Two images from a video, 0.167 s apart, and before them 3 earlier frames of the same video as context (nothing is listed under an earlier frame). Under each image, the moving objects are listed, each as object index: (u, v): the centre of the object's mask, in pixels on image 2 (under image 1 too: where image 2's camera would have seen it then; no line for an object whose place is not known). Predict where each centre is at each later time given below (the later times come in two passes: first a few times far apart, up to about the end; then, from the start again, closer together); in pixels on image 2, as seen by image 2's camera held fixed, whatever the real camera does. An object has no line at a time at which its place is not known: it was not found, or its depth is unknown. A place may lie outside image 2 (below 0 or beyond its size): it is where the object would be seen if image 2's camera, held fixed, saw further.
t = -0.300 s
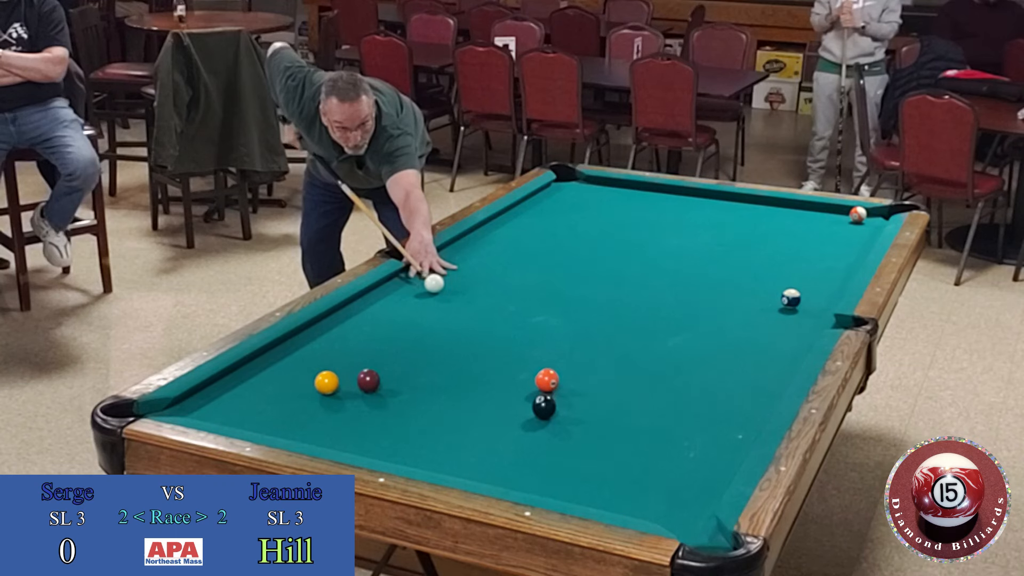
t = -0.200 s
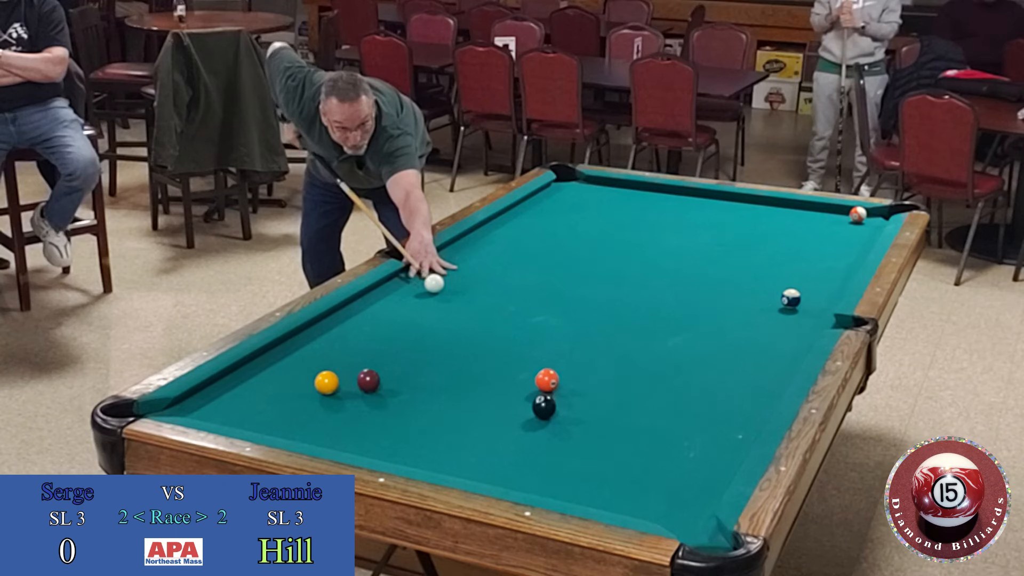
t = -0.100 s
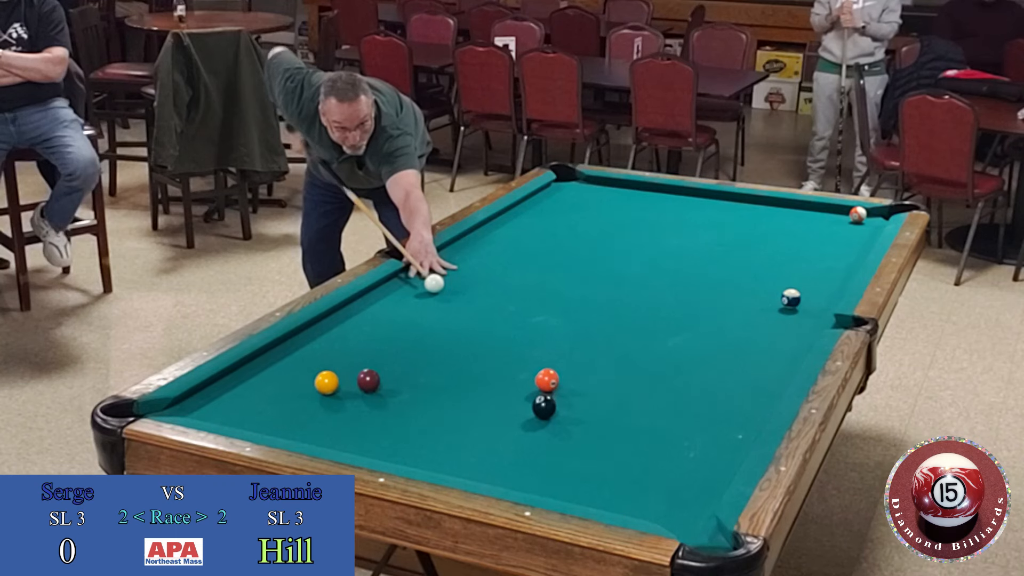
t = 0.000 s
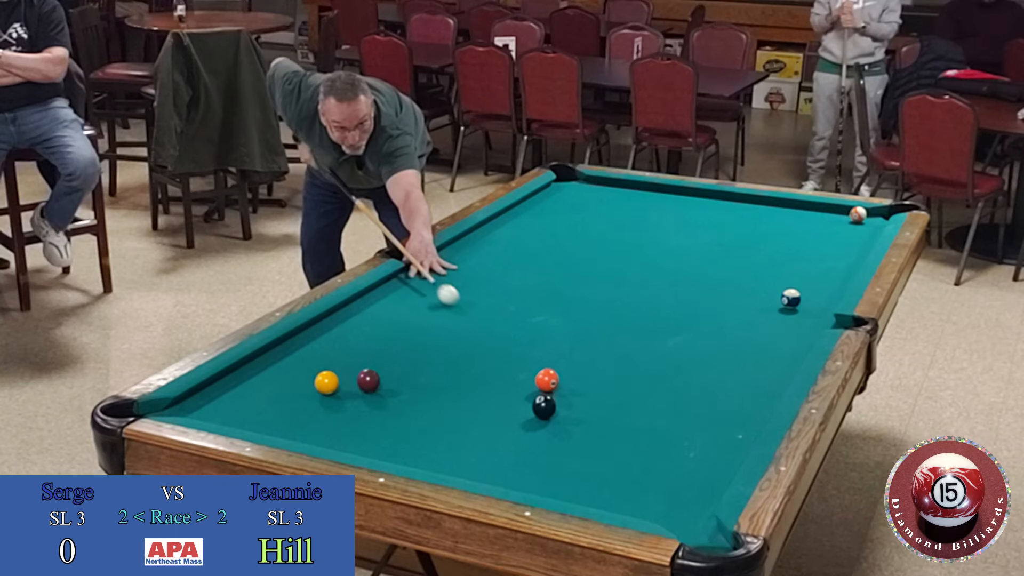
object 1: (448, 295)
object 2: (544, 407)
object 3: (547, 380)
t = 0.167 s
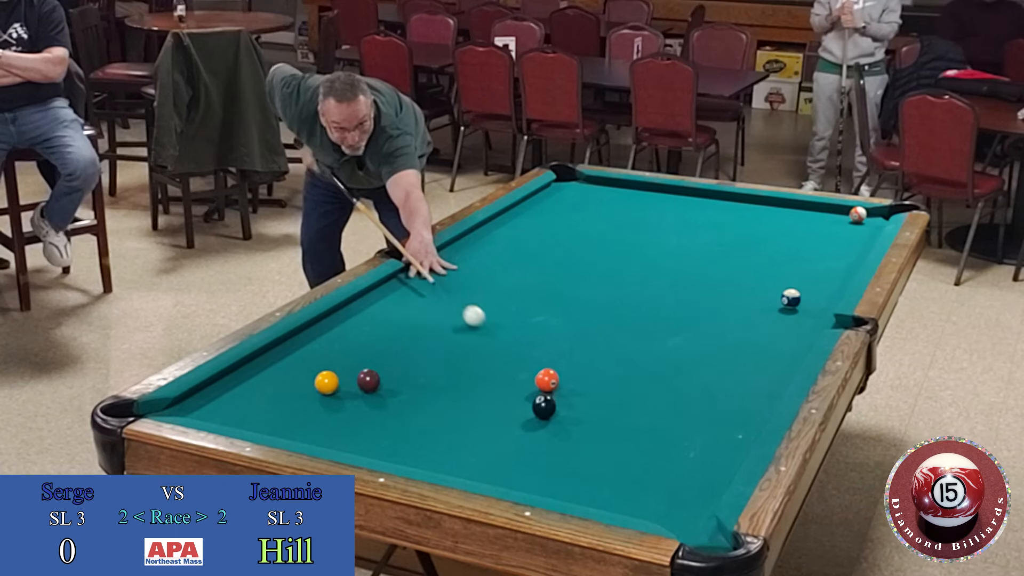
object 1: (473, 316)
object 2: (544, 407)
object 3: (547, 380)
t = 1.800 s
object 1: (642, 399)
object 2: (498, 428)
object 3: (710, 489)
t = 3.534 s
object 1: (730, 424)
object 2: (479, 437)
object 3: (548, 490)
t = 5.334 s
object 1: (744, 427)
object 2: (479, 438)
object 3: (536, 484)
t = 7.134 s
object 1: (744, 427)
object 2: (479, 437)
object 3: (536, 484)
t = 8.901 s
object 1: (744, 427)
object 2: (479, 438)
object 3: (536, 484)
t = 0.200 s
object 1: (479, 320)
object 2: (544, 407)
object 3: (547, 380)
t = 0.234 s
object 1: (484, 325)
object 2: (544, 407)
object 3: (547, 380)
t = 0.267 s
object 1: (489, 329)
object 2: (544, 407)
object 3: (547, 380)
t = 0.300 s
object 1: (495, 333)
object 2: (544, 407)
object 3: (547, 380)
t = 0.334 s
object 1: (500, 338)
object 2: (544, 407)
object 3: (547, 380)
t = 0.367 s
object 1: (506, 342)
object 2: (544, 407)
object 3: (547, 380)
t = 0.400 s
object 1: (511, 347)
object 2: (544, 407)
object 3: (547, 380)
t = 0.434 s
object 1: (517, 352)
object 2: (544, 407)
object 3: (547, 380)
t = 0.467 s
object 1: (523, 356)
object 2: (544, 407)
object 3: (547, 380)
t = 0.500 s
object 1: (528, 361)
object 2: (544, 407)
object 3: (547, 380)
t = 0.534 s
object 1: (533, 365)
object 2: (544, 407)
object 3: (547, 380)
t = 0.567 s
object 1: (538, 368)
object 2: (544, 407)
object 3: (548, 381)
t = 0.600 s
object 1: (542, 369)
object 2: (544, 407)
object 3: (551, 385)
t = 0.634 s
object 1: (545, 371)
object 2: (544, 407)
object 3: (554, 388)
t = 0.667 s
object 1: (549, 372)
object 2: (544, 407)
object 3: (557, 392)
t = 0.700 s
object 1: (552, 373)
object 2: (544, 407)
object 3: (560, 396)
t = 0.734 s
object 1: (555, 374)
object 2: (543, 407)
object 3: (563, 400)
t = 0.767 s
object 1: (558, 375)
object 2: (541, 408)
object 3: (567, 403)
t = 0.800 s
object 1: (561, 376)
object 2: (539, 409)
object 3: (572, 405)
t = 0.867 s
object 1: (567, 378)
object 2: (536, 410)
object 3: (581, 411)
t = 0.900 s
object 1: (570, 378)
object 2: (535, 411)
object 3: (586, 413)
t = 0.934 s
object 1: (573, 379)
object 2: (533, 412)
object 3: (590, 416)
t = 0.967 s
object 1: (576, 380)
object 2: (531, 413)
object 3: (595, 419)
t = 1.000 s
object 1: (579, 381)
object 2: (530, 413)
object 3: (600, 422)
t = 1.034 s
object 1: (582, 382)
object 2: (528, 414)
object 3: (605, 425)
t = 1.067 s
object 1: (585, 383)
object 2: (526, 415)
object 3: (609, 428)
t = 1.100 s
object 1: (588, 384)
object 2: (525, 415)
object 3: (614, 430)
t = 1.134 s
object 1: (590, 384)
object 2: (523, 416)
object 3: (619, 433)
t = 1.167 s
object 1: (593, 385)
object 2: (522, 417)
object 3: (623, 436)
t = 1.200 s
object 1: (596, 386)
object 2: (520, 417)
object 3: (629, 439)
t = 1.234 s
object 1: (599, 387)
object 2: (519, 418)
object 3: (634, 442)
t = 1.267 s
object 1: (602, 388)
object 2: (517, 419)
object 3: (638, 444)
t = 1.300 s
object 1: (604, 388)
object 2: (516, 419)
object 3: (643, 447)
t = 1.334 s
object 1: (607, 389)
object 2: (515, 420)
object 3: (648, 450)
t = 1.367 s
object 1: (610, 390)
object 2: (513, 421)
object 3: (653, 453)
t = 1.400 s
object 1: (612, 391)
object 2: (512, 421)
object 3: (658, 456)
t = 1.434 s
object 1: (615, 391)
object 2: (511, 422)
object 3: (663, 459)
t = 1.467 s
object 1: (617, 392)
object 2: (509, 423)
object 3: (668, 462)
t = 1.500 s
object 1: (620, 393)
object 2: (508, 423)
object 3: (673, 465)
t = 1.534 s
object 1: (623, 394)
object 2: (507, 424)
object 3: (678, 468)
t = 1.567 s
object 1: (625, 394)
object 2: (506, 424)
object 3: (683, 470)
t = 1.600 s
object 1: (628, 395)
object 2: (505, 425)
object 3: (688, 473)
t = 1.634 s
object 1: (630, 396)
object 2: (504, 426)
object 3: (693, 477)
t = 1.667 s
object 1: (633, 397)
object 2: (503, 426)
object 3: (699, 479)
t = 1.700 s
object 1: (635, 397)
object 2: (501, 427)
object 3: (704, 482)
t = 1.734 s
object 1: (638, 398)
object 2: (500, 427)
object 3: (709, 485)
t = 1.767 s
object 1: (640, 399)
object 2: (499, 428)
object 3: (713, 488)
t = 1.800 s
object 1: (642, 399)
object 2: (498, 428)
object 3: (710, 489)
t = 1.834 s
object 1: (645, 400)
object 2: (497, 428)
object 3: (706, 489)
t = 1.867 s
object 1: (647, 401)
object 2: (496, 429)
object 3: (702, 489)
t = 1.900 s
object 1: (649, 401)
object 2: (495, 429)
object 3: (697, 489)
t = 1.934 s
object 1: (652, 402)
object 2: (494, 430)
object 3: (693, 490)
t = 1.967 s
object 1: (654, 403)
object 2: (493, 430)
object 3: (689, 490)
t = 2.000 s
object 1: (656, 403)
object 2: (493, 431)
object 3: (684, 490)
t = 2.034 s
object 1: (658, 404)
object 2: (492, 431)
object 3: (680, 490)
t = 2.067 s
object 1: (661, 404)
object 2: (491, 431)
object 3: (676, 491)
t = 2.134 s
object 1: (665, 406)
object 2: (489, 432)
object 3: (668, 491)
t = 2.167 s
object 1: (667, 406)
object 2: (489, 433)
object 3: (664, 491)
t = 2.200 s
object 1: (669, 407)
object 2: (488, 433)
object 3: (660, 492)
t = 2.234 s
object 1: (671, 407)
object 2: (487, 433)
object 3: (656, 492)
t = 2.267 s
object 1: (673, 408)
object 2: (487, 434)
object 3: (653, 492)
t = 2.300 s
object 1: (675, 409)
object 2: (486, 434)
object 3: (649, 492)
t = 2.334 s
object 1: (677, 409)
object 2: (485, 434)
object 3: (645, 492)
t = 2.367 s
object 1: (679, 410)
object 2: (485, 434)
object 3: (642, 492)
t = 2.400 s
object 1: (681, 410)
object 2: (485, 435)
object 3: (638, 493)
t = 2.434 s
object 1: (683, 411)
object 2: (484, 435)
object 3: (635, 493)
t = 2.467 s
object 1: (685, 411)
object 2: (483, 435)
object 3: (631, 493)
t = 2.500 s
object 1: (687, 412)
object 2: (483, 436)
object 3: (628, 493)
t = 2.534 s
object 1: (689, 412)
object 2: (482, 436)
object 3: (624, 493)
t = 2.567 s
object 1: (691, 413)
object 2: (482, 436)
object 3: (621, 493)
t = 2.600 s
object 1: (693, 413)
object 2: (482, 436)
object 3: (617, 493)
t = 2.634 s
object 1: (694, 414)
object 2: (481, 436)
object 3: (614, 493)
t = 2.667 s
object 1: (696, 414)
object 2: (481, 436)
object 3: (611, 493)
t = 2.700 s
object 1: (698, 415)
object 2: (481, 437)
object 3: (608, 494)
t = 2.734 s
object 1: (699, 415)
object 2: (480, 437)
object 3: (604, 494)
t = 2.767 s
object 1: (701, 415)
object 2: (480, 437)
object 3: (601, 494)
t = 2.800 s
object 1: (703, 416)
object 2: (480, 437)
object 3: (598, 494)
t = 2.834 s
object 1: (704, 416)
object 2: (480, 437)
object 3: (595, 494)
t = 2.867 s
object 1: (706, 417)
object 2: (479, 437)
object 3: (592, 494)
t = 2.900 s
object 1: (707, 417)
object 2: (479, 437)
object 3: (590, 494)
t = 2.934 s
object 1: (709, 418)
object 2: (479, 437)
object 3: (587, 494)
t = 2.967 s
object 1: (710, 418)
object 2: (479, 437)
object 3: (584, 493)
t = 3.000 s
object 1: (712, 418)
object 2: (479, 437)
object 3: (581, 493)
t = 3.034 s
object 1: (713, 419)
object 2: (479, 437)
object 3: (578, 493)
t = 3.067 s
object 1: (714, 419)
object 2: (479, 437)
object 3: (576, 493)
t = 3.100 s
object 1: (715, 420)
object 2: (479, 438)
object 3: (573, 493)
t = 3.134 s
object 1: (717, 420)
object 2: (479, 437)
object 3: (571, 493)
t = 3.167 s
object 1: (718, 420)
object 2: (479, 438)
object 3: (568, 493)
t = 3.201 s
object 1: (719, 421)
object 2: (479, 438)
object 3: (565, 493)
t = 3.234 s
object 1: (720, 421)
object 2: (479, 438)
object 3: (563, 492)
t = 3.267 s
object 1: (722, 421)
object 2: (479, 438)
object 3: (561, 492)
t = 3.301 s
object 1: (723, 422)
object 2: (479, 438)
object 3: (559, 492)
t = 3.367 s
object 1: (725, 422)
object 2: (479, 437)
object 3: (554, 492)
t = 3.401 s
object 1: (726, 423)
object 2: (479, 437)
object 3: (552, 492)
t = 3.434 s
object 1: (727, 423)
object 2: (479, 437)
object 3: (551, 491)
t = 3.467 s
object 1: (728, 423)
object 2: (479, 437)
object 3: (550, 491)
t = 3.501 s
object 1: (729, 424)
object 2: (479, 437)
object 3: (549, 491)
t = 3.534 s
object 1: (730, 424)
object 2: (479, 437)
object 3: (548, 490)
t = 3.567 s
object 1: (731, 424)
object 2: (479, 438)
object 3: (547, 490)
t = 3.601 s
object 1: (732, 424)
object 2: (479, 437)
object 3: (546, 490)
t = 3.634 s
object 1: (733, 424)
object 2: (479, 438)
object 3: (545, 489)
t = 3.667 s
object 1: (734, 425)
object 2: (479, 438)
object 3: (544, 489)
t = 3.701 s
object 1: (734, 425)
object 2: (479, 438)
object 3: (544, 488)
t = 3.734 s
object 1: (735, 425)
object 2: (479, 438)
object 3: (543, 488)
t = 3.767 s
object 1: (736, 425)
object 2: (479, 438)
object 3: (543, 488)
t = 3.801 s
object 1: (737, 425)
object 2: (479, 438)
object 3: (542, 488)
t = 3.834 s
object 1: (737, 425)
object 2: (479, 438)
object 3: (542, 487)
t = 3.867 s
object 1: (738, 426)
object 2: (479, 438)
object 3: (541, 487)
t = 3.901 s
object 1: (739, 426)
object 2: (479, 438)
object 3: (540, 487)
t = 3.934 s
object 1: (739, 426)
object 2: (479, 438)
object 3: (540, 486)
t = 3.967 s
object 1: (740, 426)
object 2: (479, 438)
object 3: (540, 486)
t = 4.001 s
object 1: (741, 426)
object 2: (479, 438)
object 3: (539, 486)
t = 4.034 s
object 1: (741, 426)
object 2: (479, 438)
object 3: (539, 486)
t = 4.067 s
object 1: (742, 426)
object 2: (479, 438)
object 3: (539, 486)
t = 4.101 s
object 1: (742, 426)
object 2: (479, 438)
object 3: (539, 485)
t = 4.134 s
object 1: (743, 426)
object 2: (479, 438)
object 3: (538, 485)
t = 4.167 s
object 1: (743, 426)
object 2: (479, 437)
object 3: (538, 485)
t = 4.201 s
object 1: (743, 426)
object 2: (479, 437)
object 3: (538, 485)
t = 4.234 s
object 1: (744, 427)
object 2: (479, 437)
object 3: (538, 485)
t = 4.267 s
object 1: (744, 427)
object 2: (479, 437)
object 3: (538, 485)
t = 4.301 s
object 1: (744, 427)
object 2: (479, 438)
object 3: (538, 485)
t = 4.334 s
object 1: (744, 427)
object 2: (479, 437)
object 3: (537, 484)
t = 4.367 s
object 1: (744, 427)
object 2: (479, 437)
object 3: (537, 484)
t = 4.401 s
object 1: (744, 427)
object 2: (479, 438)
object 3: (537, 484)
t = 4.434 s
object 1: (744, 426)
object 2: (479, 438)
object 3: (537, 484)
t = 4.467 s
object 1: (744, 427)
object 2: (479, 437)
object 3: (537, 484)
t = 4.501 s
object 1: (744, 427)
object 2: (479, 437)
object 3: (537, 484)
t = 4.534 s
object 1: (744, 426)
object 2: (479, 437)
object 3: (537, 484)
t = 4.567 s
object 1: (744, 427)
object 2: (479, 438)
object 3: (537, 484)
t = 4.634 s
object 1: (744, 427)
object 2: (479, 437)
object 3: (537, 484)
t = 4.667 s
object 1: (744, 427)
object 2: (479, 437)
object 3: (537, 484)
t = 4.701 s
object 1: (744, 427)
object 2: (479, 437)
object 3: (537, 484)
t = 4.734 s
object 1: (744, 427)
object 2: (479, 437)
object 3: (536, 484)
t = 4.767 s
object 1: (744, 426)
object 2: (479, 438)
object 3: (536, 484)
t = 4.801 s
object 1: (744, 426)
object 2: (479, 437)
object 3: (536, 484)
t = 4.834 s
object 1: (744, 427)
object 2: (479, 437)
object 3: (536, 484)
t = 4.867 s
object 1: (744, 427)
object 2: (479, 437)
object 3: (536, 484)
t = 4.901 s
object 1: (744, 427)
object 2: (479, 437)
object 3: (536, 484)
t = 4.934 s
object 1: (744, 427)
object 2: (479, 437)
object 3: (536, 484)
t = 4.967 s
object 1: (744, 427)
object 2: (479, 437)
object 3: (536, 484)
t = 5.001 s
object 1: (744, 427)
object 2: (479, 437)
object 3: (536, 484)
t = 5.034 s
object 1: (744, 427)
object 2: (479, 438)
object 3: (536, 484)
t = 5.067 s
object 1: (744, 427)
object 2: (479, 437)
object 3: (536, 484)
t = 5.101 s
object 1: (744, 427)
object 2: (479, 437)
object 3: (536, 484)
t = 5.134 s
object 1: (744, 427)
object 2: (479, 437)
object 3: (536, 484)
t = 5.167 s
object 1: (744, 427)
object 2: (479, 437)
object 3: (536, 484)
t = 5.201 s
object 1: (744, 427)
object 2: (479, 437)
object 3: (536, 484)
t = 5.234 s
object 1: (744, 427)
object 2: (479, 437)
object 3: (536, 484)
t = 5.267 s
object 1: (744, 427)
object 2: (479, 438)
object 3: (536, 484)
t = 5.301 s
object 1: (744, 427)
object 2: (479, 438)
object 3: (536, 484)
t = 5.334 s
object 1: (744, 427)
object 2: (479, 438)
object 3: (536, 484)
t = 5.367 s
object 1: (744, 427)
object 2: (479, 438)
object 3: (536, 484)
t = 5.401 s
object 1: (744, 427)
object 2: (479, 437)
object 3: (536, 484)
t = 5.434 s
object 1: (744, 427)
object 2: (479, 437)
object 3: (536, 484)
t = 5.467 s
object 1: (744, 427)
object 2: (479, 437)
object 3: (536, 484)
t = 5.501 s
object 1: (744, 427)
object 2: (479, 437)
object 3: (536, 484)
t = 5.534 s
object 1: (744, 427)
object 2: (479, 437)
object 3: (536, 484)
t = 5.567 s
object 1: (744, 427)
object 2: (479, 437)
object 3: (536, 484)
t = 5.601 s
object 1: (744, 427)
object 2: (479, 437)
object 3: (536, 484)
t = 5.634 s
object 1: (744, 427)
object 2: (479, 437)
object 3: (536, 484)
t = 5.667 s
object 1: (744, 427)
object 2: (479, 437)
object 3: (536, 484)
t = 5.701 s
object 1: (744, 427)
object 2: (479, 437)
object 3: (536, 484)
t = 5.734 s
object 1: (744, 427)
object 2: (479, 438)
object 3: (536, 484)
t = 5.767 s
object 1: (744, 427)
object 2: (479, 437)
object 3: (536, 484)
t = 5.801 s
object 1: (744, 427)
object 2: (479, 437)
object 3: (536, 484)
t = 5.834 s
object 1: (744, 427)
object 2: (479, 438)
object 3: (536, 484)
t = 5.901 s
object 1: (744, 427)
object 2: (479, 437)
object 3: (536, 484)
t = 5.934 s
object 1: (744, 427)
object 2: (479, 438)
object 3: (536, 484)
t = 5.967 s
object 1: (744, 427)
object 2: (479, 438)
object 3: (536, 484)
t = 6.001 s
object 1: (744, 426)
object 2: (479, 438)
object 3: (536, 484)
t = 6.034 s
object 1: (744, 427)
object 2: (479, 437)
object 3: (536, 484)
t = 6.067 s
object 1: (744, 427)
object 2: (479, 437)
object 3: (536, 484)
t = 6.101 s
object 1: (744, 427)
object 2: (479, 438)
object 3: (536, 484)
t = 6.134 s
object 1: (744, 427)
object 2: (479, 437)
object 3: (536, 484)
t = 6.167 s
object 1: (744, 427)
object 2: (479, 437)
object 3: (536, 484)
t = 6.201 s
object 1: (745, 427)
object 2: (479, 438)
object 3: (536, 484)
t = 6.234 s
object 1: (744, 427)
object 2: (479, 438)
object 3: (536, 484)
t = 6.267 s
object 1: (744, 426)
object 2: (479, 437)
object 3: (536, 484)
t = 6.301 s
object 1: (745, 427)
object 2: (479, 437)
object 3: (536, 484)
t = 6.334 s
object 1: (745, 426)
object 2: (479, 438)
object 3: (536, 484)
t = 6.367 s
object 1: (744, 426)
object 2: (479, 437)
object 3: (536, 484)
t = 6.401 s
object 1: (744, 426)
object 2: (479, 438)
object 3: (536, 484)
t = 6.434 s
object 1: (744, 426)
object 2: (479, 438)
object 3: (536, 484)
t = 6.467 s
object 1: (744, 427)
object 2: (479, 438)
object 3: (536, 484)
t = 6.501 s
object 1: (744, 427)
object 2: (479, 438)
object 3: (536, 484)
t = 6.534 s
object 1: (744, 427)
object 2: (479, 438)
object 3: (536, 484)
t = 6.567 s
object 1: (744, 427)
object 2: (479, 438)
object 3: (536, 484)
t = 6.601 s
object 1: (744, 427)
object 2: (479, 438)
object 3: (536, 484)
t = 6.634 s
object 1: (744, 427)
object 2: (479, 438)
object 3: (536, 484)
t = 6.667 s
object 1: (744, 427)
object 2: (479, 438)
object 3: (536, 484)
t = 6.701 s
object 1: (744, 427)
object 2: (479, 438)
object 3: (536, 484)
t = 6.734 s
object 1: (744, 427)
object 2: (479, 438)
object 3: (536, 484)
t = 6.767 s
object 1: (744, 427)
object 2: (479, 437)
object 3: (536, 484)
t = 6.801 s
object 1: (744, 427)
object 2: (479, 438)
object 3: (536, 484)
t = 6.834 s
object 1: (744, 427)
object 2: (479, 437)
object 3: (536, 484)
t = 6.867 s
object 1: (744, 427)
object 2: (479, 438)
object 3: (536, 484)
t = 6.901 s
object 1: (744, 427)
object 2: (479, 437)
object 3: (536, 484)
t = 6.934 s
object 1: (744, 427)
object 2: (479, 437)
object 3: (536, 484)
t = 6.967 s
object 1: (744, 427)
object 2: (479, 437)
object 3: (536, 484)
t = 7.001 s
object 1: (744, 427)
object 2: (479, 437)
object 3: (536, 484)
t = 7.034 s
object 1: (744, 427)
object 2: (479, 437)
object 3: (536, 484)
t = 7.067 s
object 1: (744, 427)
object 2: (479, 437)
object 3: (536, 484)
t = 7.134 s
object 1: (744, 427)
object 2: (479, 437)
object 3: (536, 484)
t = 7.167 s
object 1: (744, 427)
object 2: (479, 437)
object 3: (536, 484)
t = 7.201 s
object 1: (744, 426)
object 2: (479, 437)
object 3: (536, 484)
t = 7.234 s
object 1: (744, 427)
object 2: (479, 438)
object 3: (536, 484)
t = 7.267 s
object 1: (744, 427)
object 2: (479, 437)
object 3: (536, 484)
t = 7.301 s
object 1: (745, 427)
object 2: (479, 437)
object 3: (536, 484)
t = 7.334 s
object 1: (744, 427)
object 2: (479, 438)
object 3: (536, 484)
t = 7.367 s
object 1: (744, 427)
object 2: (479, 437)
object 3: (536, 484)
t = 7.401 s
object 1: (744, 427)
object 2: (479, 437)
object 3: (536, 484)
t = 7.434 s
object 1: (744, 427)
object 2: (479, 437)
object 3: (536, 484)
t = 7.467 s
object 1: (744, 427)
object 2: (479, 438)
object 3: (536, 484)
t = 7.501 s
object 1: (744, 427)
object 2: (479, 437)
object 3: (536, 484)
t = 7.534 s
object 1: (744, 427)
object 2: (479, 438)
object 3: (536, 484)
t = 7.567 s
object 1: (744, 427)
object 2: (479, 438)
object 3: (536, 484)
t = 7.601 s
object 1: (744, 427)
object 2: (479, 438)
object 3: (536, 484)
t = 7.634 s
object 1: (744, 426)
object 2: (479, 437)
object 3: (536, 484)
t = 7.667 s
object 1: (744, 426)
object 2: (479, 437)
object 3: (536, 484)
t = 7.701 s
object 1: (745, 426)
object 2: (479, 438)
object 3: (536, 484)
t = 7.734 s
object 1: (744, 426)
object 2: (479, 437)
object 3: (536, 484)
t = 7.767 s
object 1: (744, 427)
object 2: (479, 438)
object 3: (536, 484)
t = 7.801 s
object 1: (744, 426)
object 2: (479, 437)
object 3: (536, 484)
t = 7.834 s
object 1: (744, 427)
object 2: (479, 438)
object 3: (536, 484)
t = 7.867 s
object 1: (744, 427)
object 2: (479, 438)
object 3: (536, 484)
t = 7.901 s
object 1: (744, 427)
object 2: (479, 438)
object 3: (536, 484)
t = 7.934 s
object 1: (745, 427)
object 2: (479, 437)
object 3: (536, 484)
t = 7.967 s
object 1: (744, 427)
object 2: (479, 438)
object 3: (536, 484)
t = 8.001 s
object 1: (745, 426)
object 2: (479, 438)
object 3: (536, 484)
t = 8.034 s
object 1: (744, 426)
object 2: (479, 437)
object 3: (536, 484)
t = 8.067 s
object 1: (745, 426)
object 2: (479, 437)
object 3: (536, 484)
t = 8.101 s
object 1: (745, 426)
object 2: (479, 437)
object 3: (536, 484)
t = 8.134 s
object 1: (745, 427)
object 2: (479, 438)
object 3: (536, 484)
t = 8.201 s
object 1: (745, 427)
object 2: (479, 437)
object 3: (536, 484)
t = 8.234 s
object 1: (744, 427)
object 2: (479, 437)
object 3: (536, 484)
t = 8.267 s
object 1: (744, 427)
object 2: (479, 438)
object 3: (536, 484)
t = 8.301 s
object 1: (744, 427)
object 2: (479, 437)
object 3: (536, 484)
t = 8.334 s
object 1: (744, 427)
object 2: (479, 438)
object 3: (536, 484)
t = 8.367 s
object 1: (744, 427)
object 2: (479, 438)
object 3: (536, 484)
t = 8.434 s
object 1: (745, 427)
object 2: (479, 438)
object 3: (536, 484)
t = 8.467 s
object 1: (745, 427)
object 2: (479, 438)
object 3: (536, 484)
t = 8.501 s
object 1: (745, 427)
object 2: (479, 438)
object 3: (536, 484)
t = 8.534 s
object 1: (745, 427)
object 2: (479, 438)
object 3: (536, 484)
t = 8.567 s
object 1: (745, 427)
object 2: (479, 438)
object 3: (536, 484)
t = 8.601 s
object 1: (744, 427)
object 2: (479, 438)
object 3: (536, 484)
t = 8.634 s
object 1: (744, 427)
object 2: (479, 438)
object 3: (536, 484)
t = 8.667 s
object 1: (744, 427)
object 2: (479, 438)
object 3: (536, 484)
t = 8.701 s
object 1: (744, 427)
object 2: (479, 438)
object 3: (536, 484)
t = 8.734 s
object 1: (744, 427)
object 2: (479, 438)
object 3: (536, 484)
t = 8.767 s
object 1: (745, 427)
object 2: (479, 438)
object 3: (536, 484)
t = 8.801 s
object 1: (744, 427)
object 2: (479, 438)
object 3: (536, 484)
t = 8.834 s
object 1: (745, 427)
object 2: (479, 437)
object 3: (536, 484)
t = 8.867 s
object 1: (744, 427)
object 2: (479, 438)
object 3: (536, 484)
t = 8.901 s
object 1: (744, 427)
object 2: (479, 438)
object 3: (536, 484)
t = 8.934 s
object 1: (744, 427)
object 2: (479, 438)
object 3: (536, 484)
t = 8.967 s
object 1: (744, 427)
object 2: (479, 438)
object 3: (536, 484)
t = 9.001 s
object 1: (744, 427)
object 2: (479, 438)
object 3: (536, 484)
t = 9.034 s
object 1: (744, 427)
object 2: (479, 438)
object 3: (536, 484)
